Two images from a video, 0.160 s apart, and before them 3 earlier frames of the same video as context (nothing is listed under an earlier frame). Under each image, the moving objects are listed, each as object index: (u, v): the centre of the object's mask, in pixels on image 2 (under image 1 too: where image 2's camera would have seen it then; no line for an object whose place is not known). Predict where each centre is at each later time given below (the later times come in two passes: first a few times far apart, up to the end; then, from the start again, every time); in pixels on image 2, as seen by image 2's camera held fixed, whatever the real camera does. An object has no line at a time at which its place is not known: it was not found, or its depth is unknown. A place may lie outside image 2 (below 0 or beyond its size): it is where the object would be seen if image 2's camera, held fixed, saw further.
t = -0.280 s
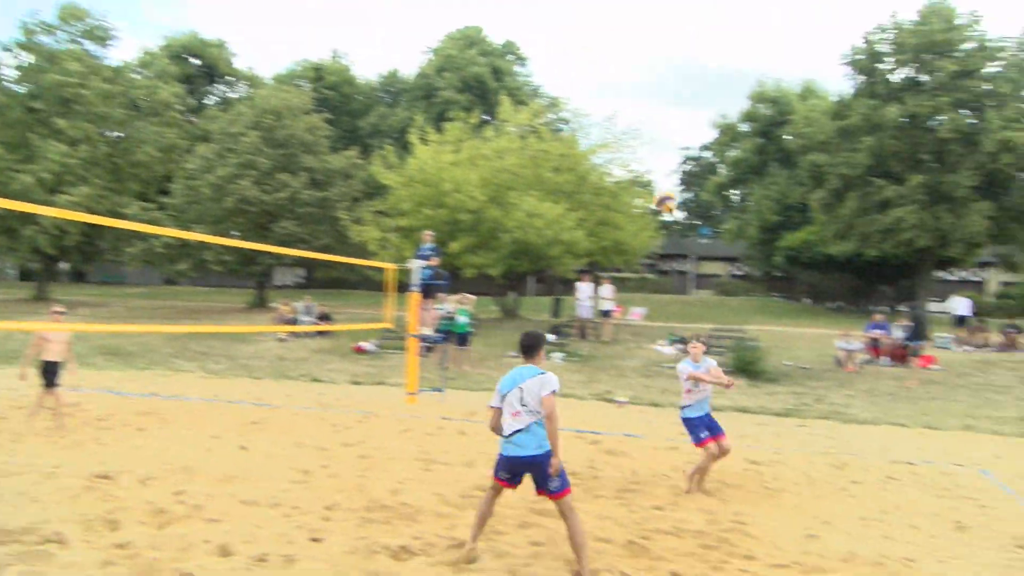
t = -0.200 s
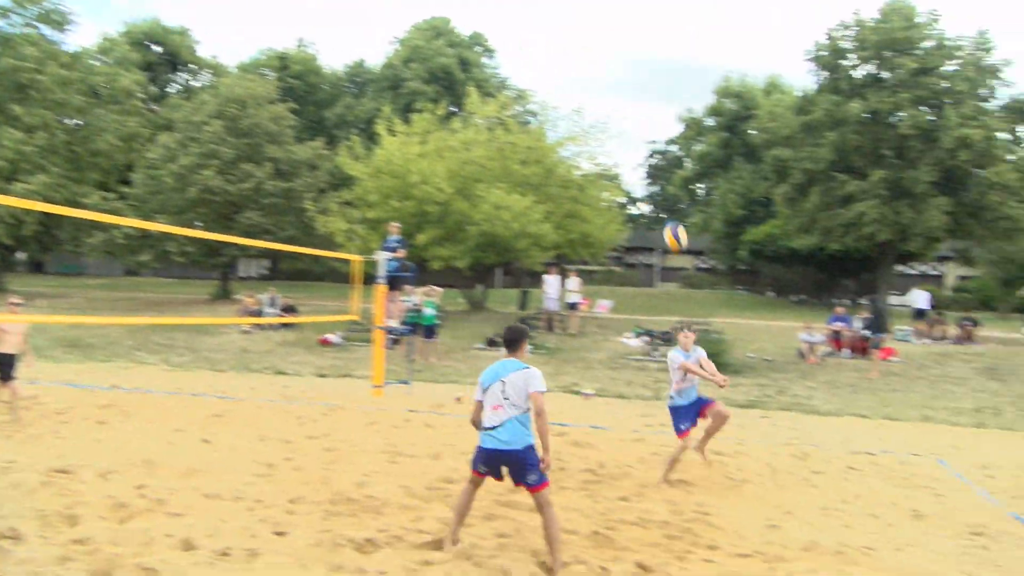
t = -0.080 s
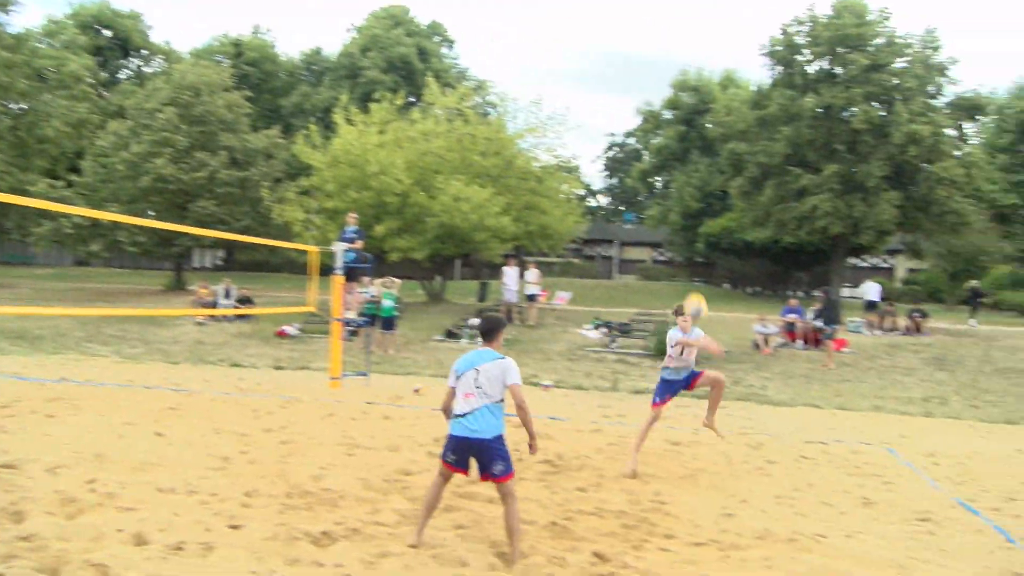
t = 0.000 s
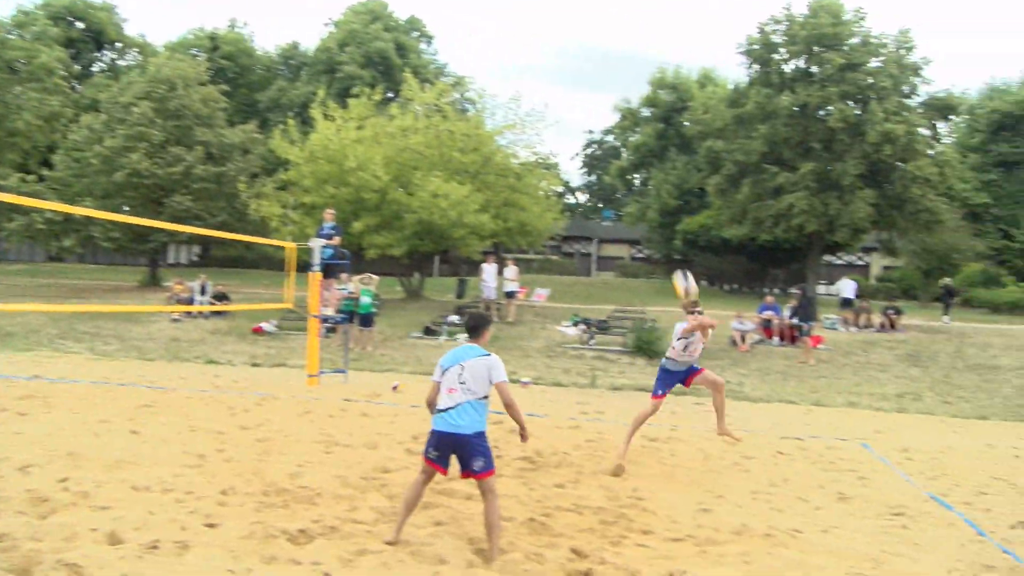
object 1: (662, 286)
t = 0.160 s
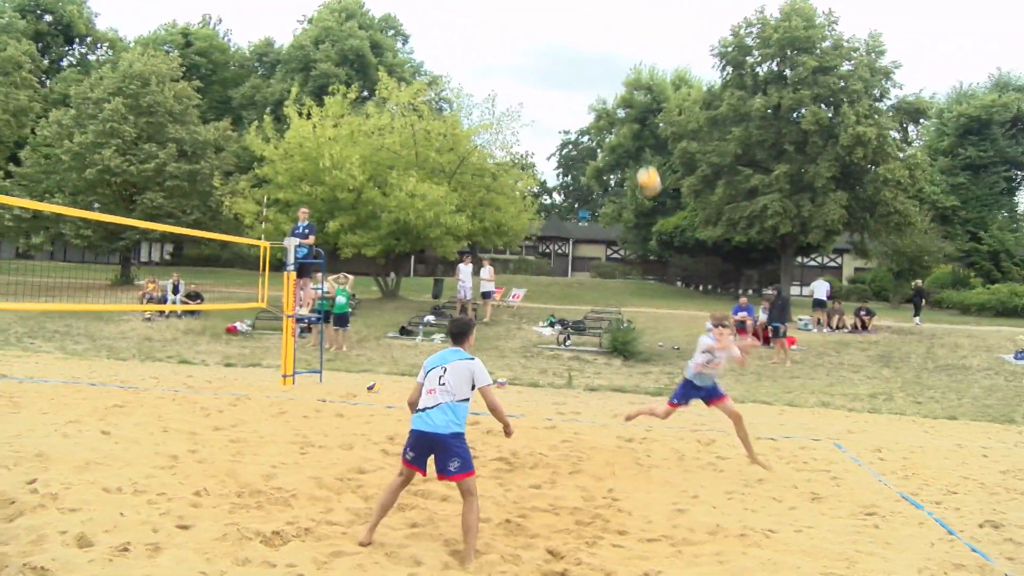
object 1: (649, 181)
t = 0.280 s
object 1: (640, 119)
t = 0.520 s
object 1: (622, 36)
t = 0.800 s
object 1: (599, 16)
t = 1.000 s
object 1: (579, 53)
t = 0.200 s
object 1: (646, 158)
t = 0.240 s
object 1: (642, 138)
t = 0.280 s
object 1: (640, 119)
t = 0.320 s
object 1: (637, 100)
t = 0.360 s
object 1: (634, 84)
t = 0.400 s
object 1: (631, 70)
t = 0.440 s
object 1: (628, 58)
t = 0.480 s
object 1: (625, 45)
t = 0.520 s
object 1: (622, 36)
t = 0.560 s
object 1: (618, 28)
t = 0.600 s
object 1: (615, 22)
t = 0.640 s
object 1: (612, 17)
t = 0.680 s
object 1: (609, 15)
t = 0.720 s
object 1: (605, 13)
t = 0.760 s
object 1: (602, 14)
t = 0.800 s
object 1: (599, 16)
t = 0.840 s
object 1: (595, 20)
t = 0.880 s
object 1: (591, 25)
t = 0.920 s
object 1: (588, 32)
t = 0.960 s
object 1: (584, 42)
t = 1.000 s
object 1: (579, 53)
